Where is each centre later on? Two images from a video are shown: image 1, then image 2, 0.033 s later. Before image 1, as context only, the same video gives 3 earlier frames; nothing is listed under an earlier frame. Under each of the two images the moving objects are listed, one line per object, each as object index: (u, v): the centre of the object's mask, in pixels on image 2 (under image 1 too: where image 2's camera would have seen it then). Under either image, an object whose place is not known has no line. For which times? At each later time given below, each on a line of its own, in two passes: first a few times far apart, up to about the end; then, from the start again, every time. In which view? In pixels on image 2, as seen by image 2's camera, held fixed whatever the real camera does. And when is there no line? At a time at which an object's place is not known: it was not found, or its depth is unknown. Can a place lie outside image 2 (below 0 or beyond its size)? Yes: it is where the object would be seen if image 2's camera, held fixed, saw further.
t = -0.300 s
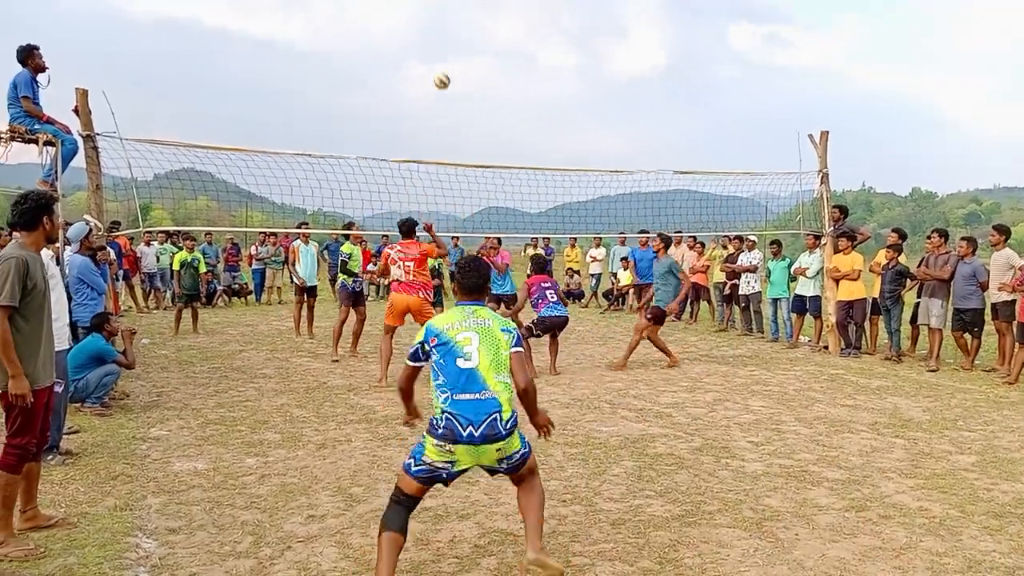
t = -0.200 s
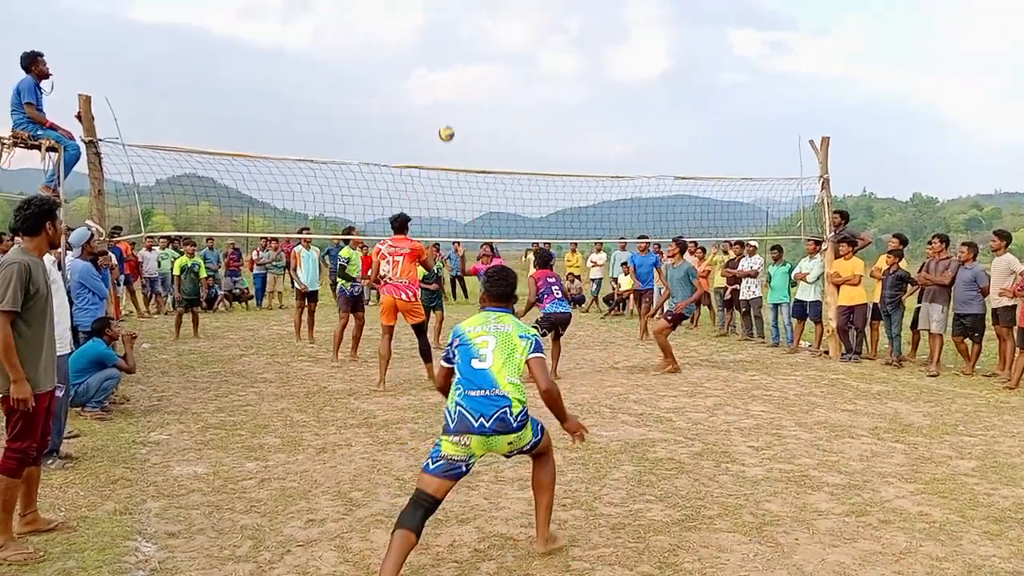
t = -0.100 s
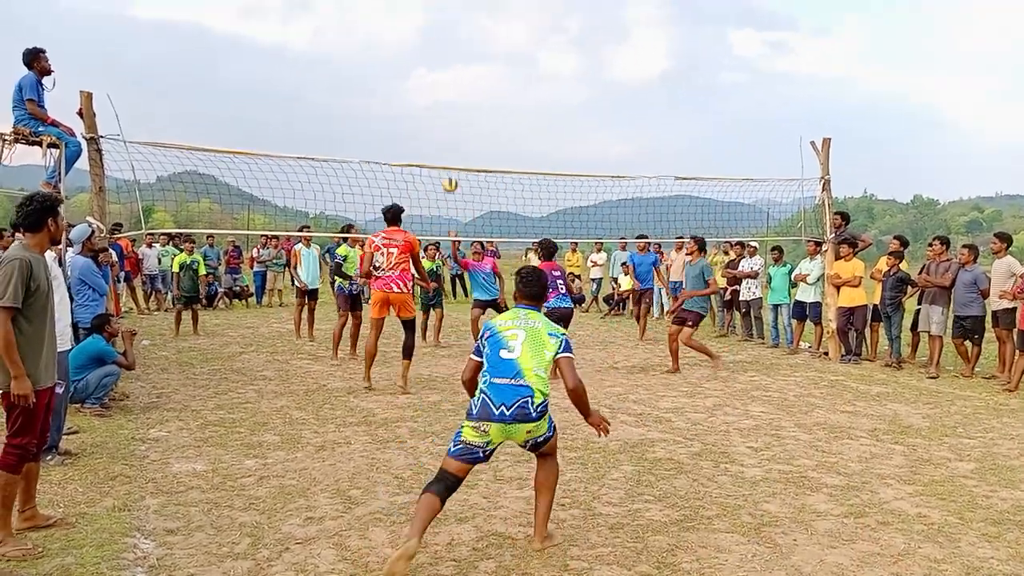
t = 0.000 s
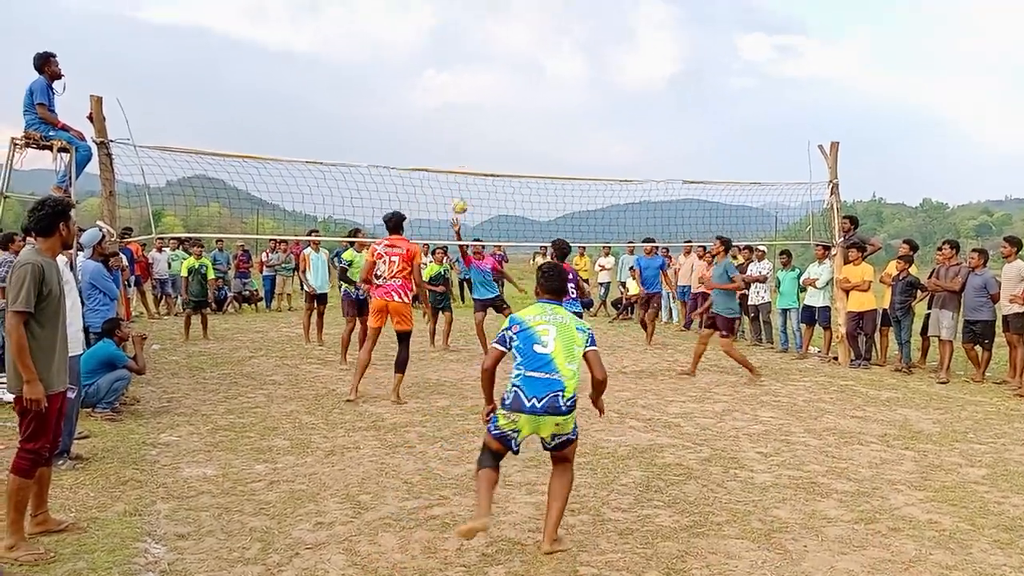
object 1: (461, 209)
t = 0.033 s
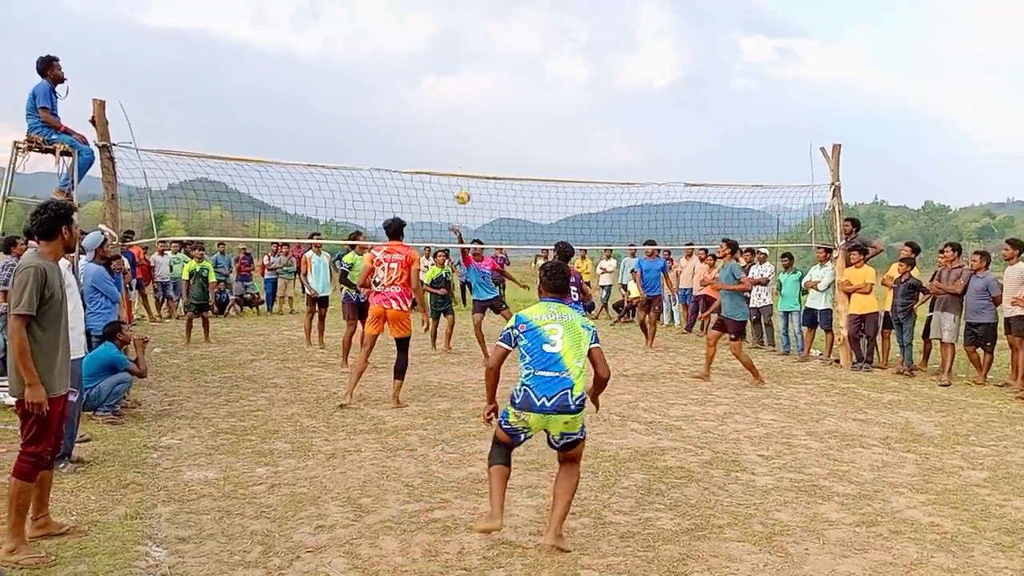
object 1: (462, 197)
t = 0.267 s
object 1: (468, 125)
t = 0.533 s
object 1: (476, 87)
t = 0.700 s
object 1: (483, 102)
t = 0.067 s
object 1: (463, 185)
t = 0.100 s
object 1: (465, 169)
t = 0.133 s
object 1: (465, 162)
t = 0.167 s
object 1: (465, 152)
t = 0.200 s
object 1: (466, 142)
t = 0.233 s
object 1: (467, 133)
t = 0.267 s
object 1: (468, 125)
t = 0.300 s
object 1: (469, 117)
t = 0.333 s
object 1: (470, 109)
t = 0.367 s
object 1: (471, 104)
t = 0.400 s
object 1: (472, 99)
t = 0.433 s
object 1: (473, 94)
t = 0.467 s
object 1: (474, 91)
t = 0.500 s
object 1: (476, 88)
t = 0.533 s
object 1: (476, 87)
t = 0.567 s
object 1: (477, 87)
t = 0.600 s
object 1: (478, 87)
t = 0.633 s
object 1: (479, 89)
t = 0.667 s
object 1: (481, 92)
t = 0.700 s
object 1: (483, 102)
